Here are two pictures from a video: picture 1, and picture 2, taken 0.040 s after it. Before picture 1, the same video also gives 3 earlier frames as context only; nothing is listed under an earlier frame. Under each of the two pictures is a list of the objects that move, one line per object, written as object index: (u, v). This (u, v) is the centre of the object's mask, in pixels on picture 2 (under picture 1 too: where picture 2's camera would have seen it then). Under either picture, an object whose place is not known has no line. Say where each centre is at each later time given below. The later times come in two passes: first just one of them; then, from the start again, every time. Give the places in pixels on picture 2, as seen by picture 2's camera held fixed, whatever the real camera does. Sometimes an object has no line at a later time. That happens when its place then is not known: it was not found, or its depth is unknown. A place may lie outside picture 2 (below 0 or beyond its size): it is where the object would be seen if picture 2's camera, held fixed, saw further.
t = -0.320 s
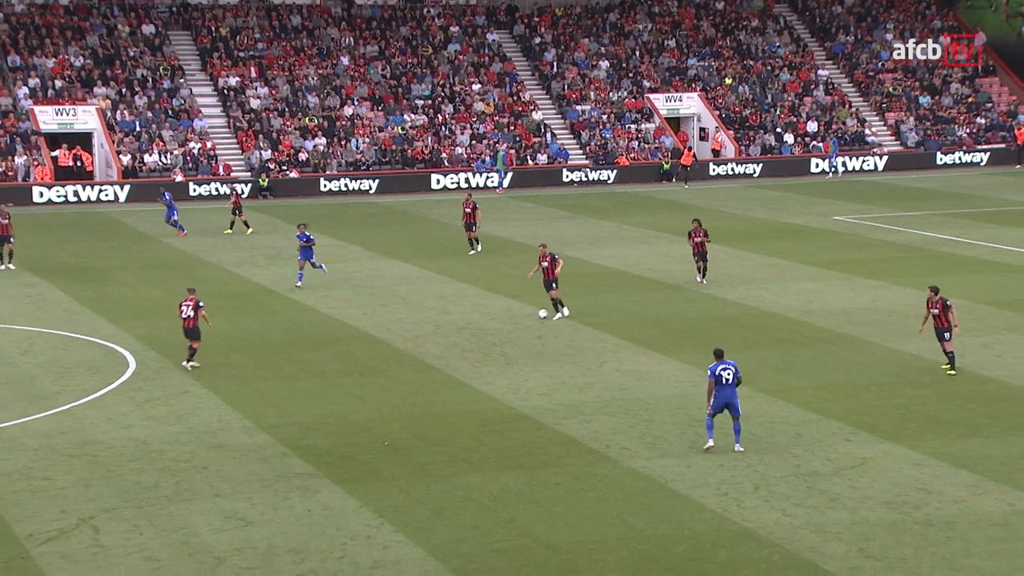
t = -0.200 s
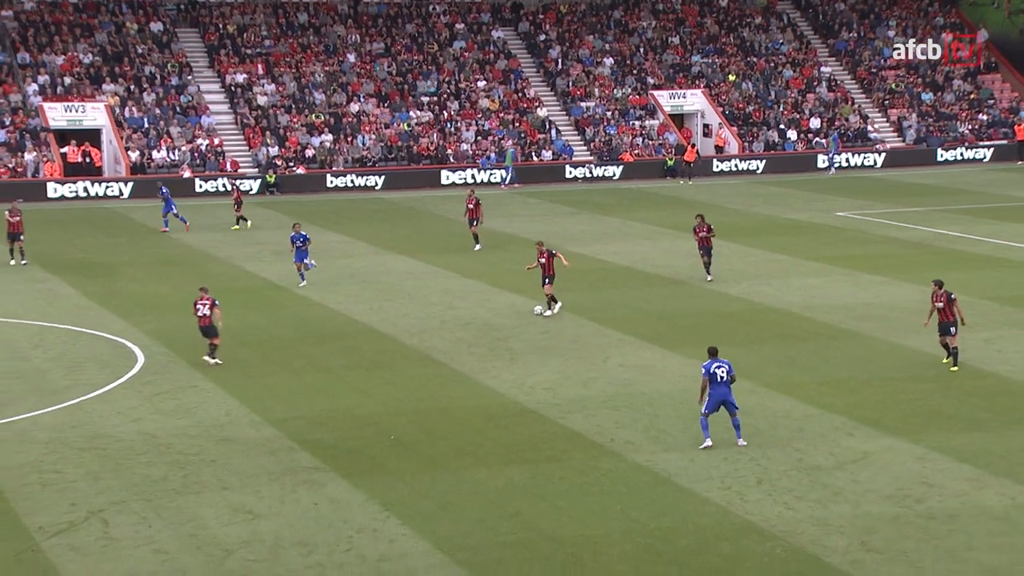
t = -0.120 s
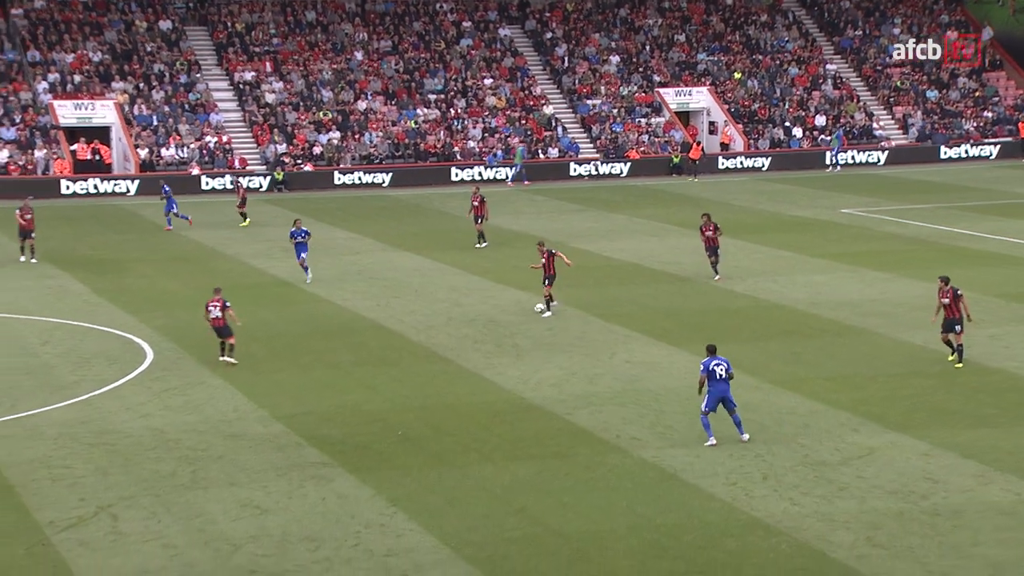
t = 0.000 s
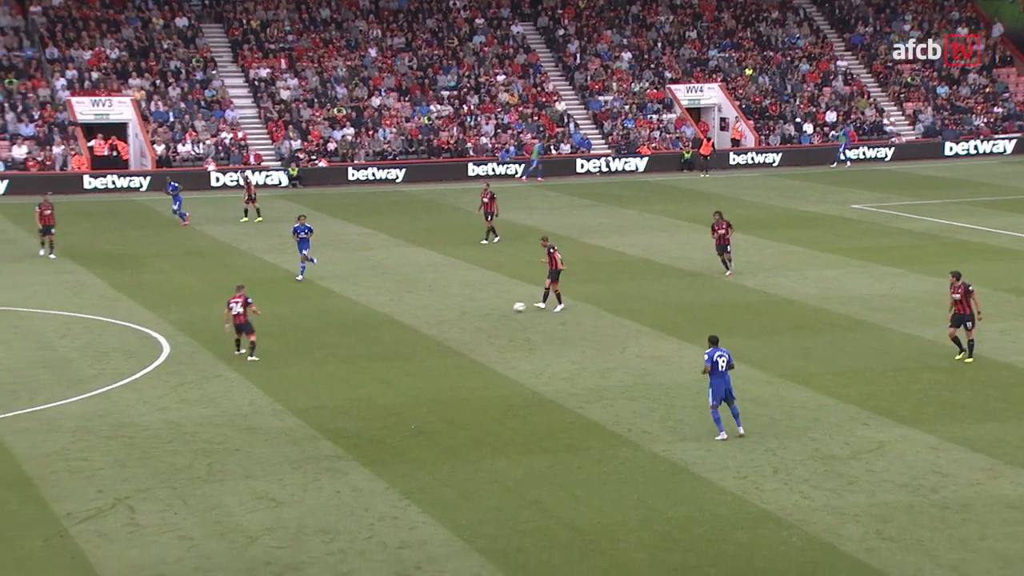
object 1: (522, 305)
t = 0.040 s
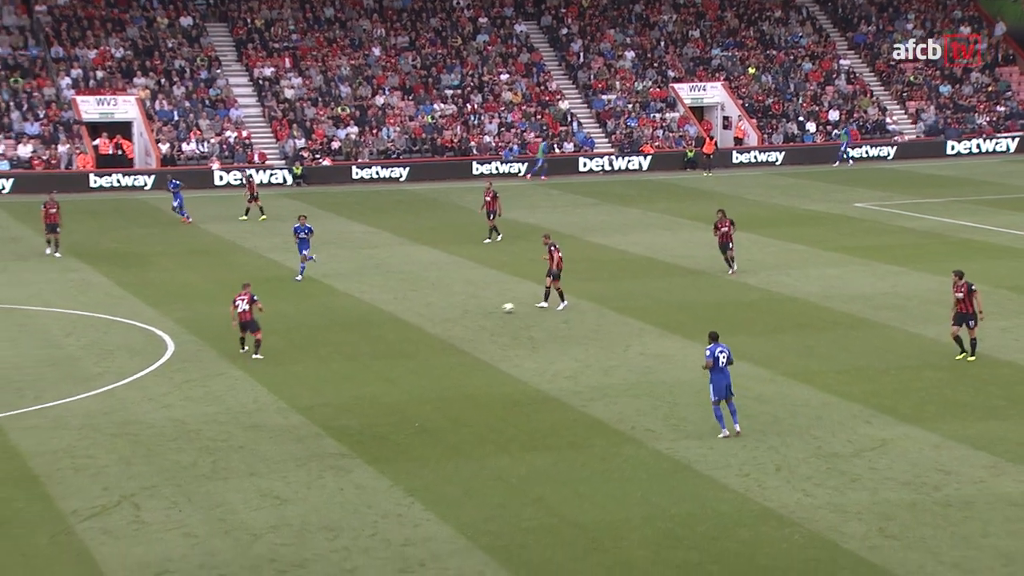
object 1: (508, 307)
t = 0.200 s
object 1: (453, 316)
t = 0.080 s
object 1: (493, 310)
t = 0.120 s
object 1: (479, 312)
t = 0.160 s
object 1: (466, 314)
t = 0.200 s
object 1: (453, 316)
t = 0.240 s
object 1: (439, 318)
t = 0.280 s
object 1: (426, 321)
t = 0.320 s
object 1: (414, 322)
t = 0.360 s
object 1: (401, 324)
